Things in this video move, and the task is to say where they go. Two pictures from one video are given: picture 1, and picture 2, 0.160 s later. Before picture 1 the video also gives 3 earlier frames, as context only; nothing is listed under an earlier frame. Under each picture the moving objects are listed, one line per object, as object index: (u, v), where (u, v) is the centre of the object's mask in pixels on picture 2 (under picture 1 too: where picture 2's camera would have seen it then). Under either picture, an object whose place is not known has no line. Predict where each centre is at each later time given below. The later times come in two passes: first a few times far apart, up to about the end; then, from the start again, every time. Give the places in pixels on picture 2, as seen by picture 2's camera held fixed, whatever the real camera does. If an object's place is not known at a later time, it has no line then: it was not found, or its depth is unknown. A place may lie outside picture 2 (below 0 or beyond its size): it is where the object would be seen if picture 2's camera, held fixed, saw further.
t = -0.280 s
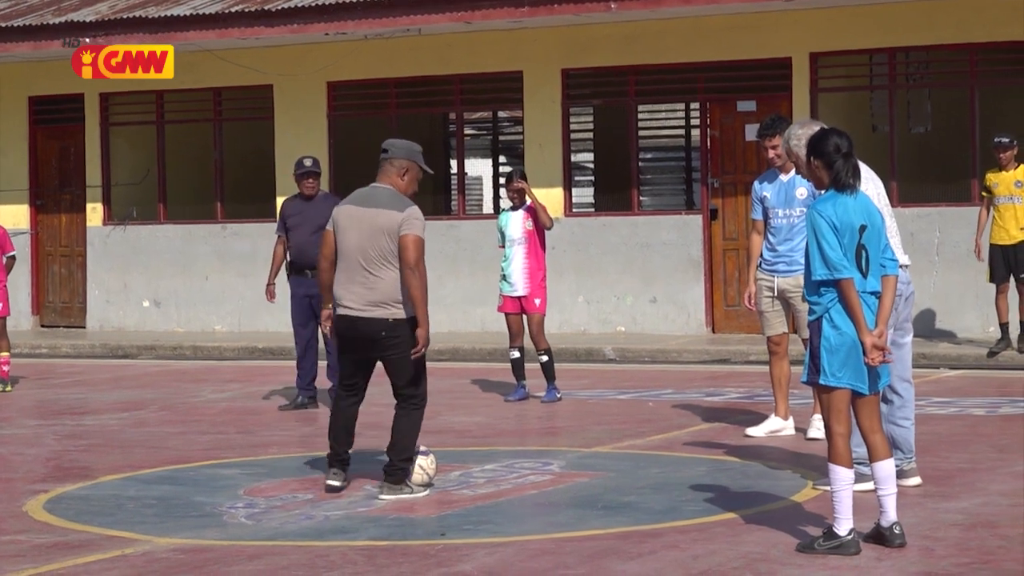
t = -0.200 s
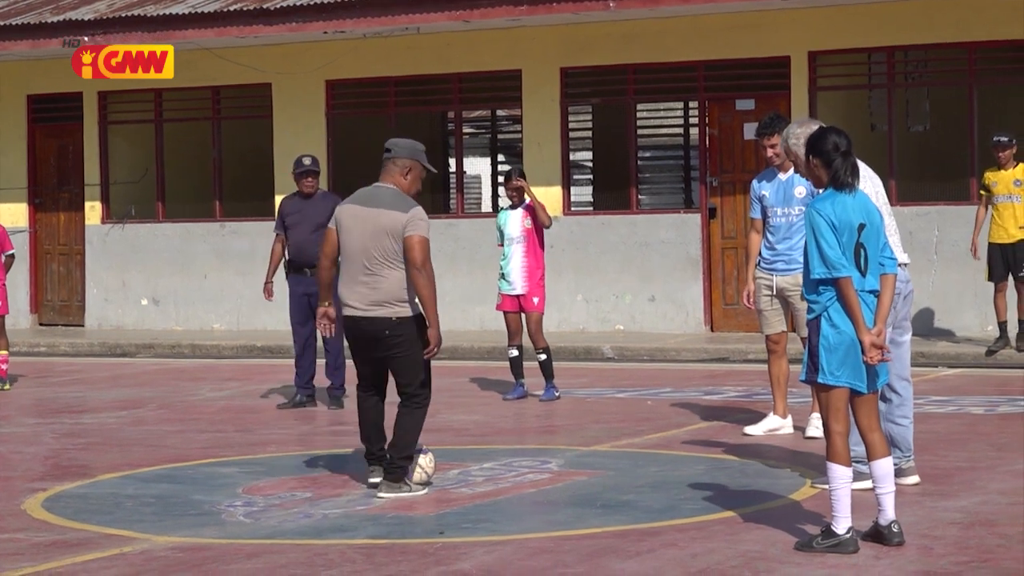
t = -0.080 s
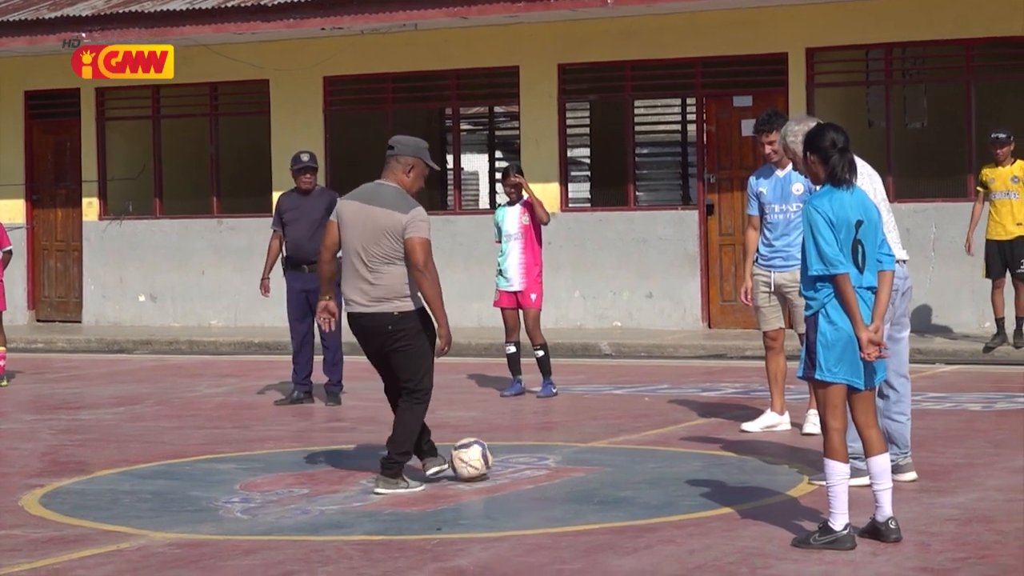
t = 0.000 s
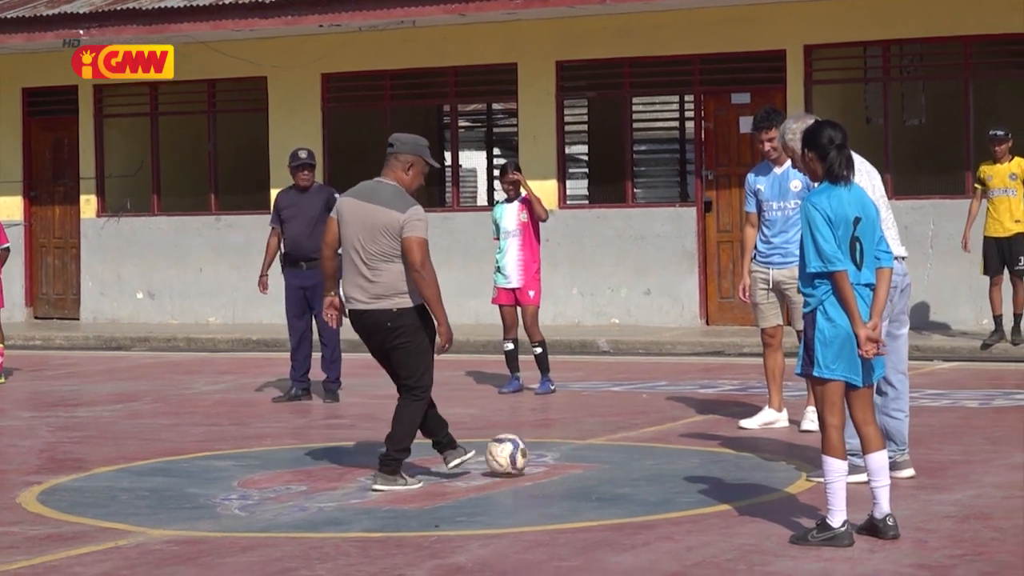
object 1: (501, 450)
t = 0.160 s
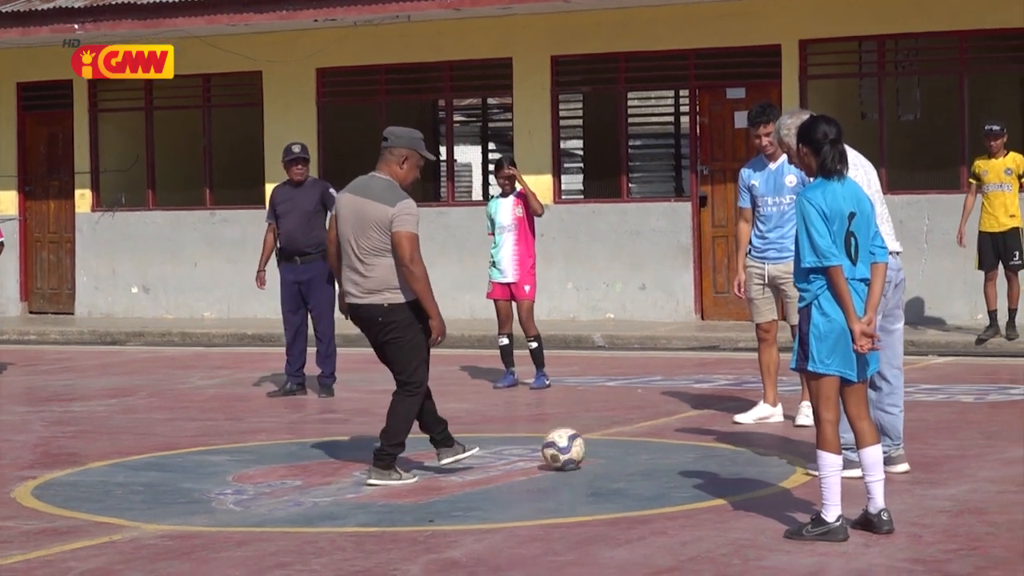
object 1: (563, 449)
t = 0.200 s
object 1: (576, 449)
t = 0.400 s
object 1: (638, 447)
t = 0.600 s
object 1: (700, 446)
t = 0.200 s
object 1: (576, 449)
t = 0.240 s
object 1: (589, 448)
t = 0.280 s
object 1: (601, 448)
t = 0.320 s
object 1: (613, 447)
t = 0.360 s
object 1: (626, 448)
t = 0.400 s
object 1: (638, 447)
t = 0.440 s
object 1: (650, 447)
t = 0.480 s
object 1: (663, 446)
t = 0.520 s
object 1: (675, 446)
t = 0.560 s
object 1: (688, 446)
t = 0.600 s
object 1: (700, 446)
